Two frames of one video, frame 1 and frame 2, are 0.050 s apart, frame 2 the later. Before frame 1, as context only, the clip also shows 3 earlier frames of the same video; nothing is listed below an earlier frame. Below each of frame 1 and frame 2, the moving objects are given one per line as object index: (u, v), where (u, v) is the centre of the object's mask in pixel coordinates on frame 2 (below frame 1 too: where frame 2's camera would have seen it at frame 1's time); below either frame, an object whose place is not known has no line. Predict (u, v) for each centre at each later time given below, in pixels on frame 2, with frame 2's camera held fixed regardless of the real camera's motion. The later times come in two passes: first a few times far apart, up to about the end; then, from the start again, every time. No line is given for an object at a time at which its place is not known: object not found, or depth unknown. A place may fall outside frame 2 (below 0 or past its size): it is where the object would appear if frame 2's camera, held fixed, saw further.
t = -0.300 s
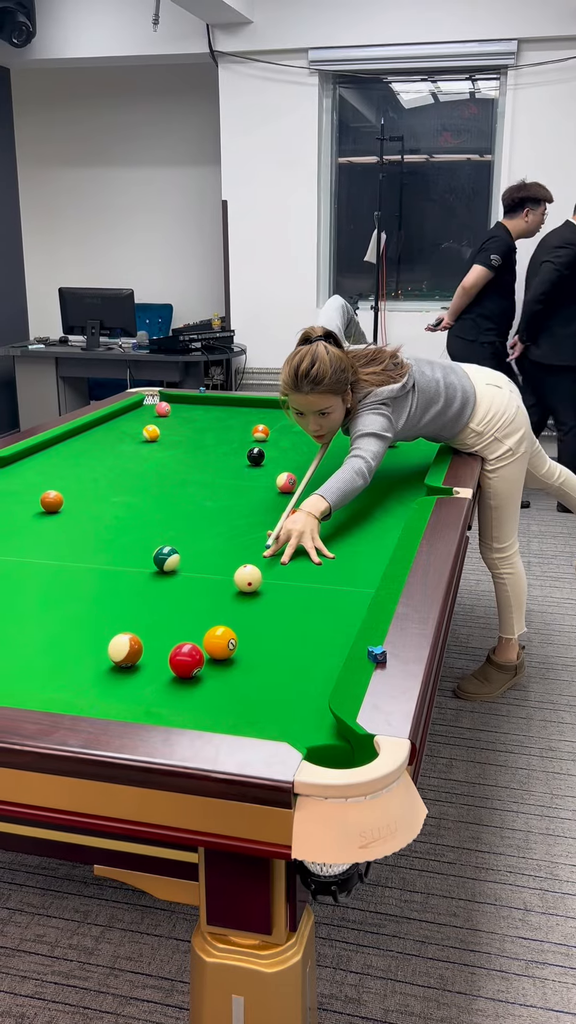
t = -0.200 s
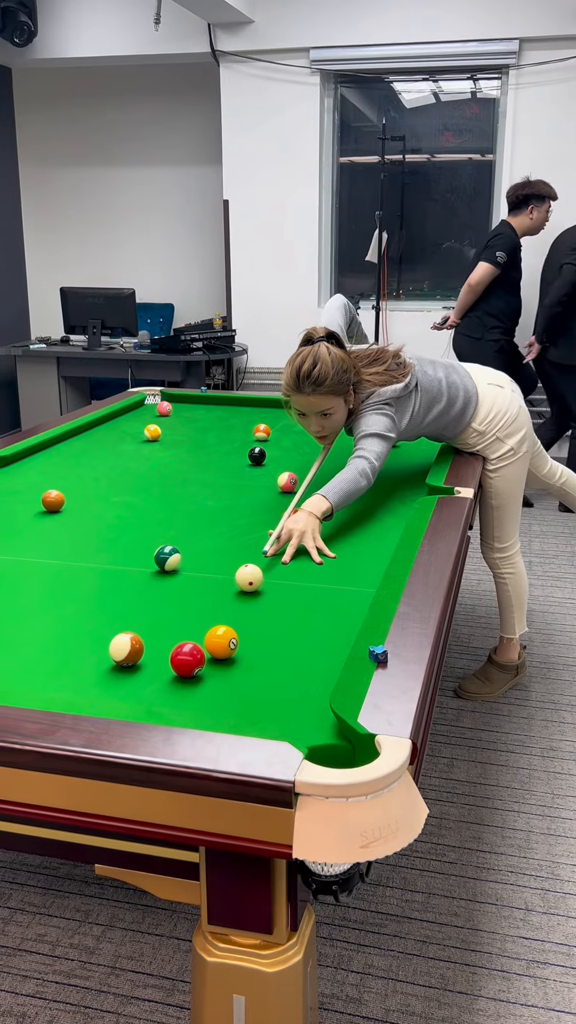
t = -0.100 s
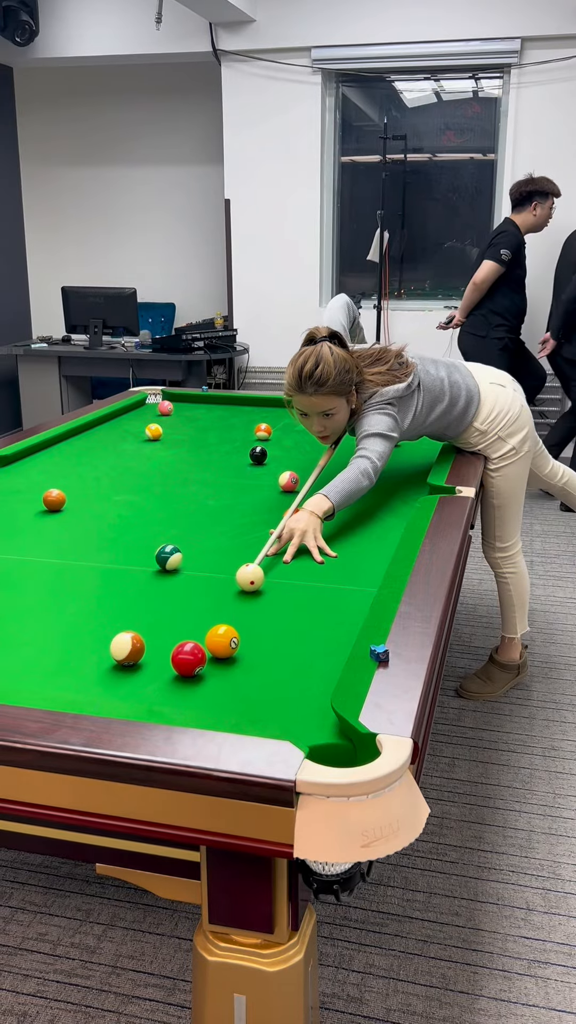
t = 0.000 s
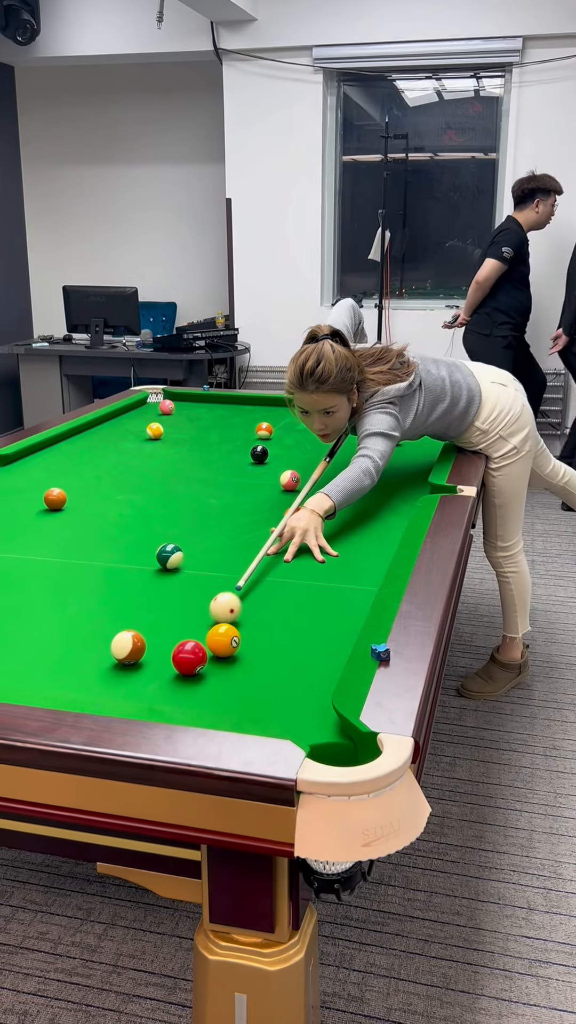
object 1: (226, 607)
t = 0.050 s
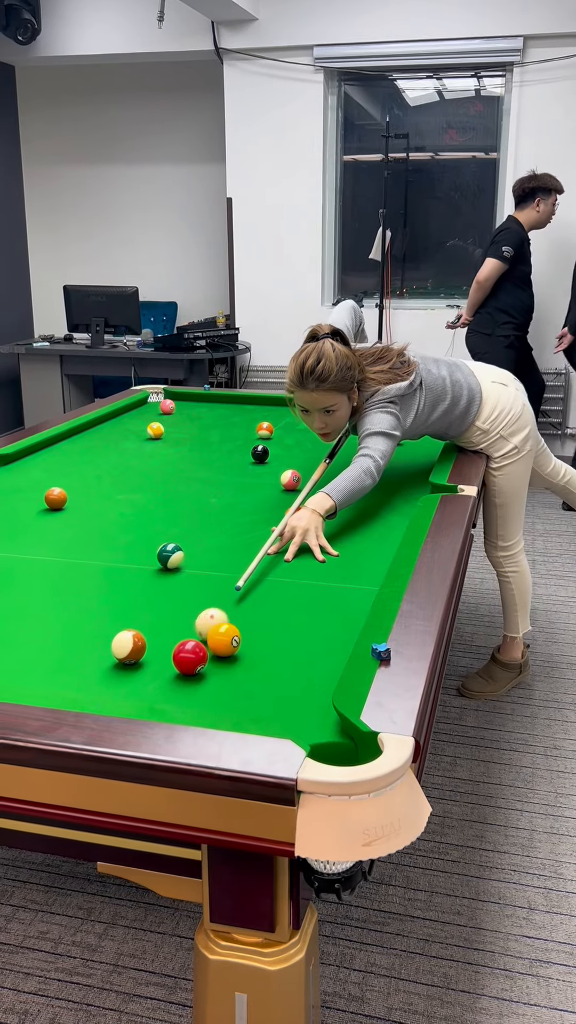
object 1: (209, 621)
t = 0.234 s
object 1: (157, 639)
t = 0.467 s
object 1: (141, 640)
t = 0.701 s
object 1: (127, 641)
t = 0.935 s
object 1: (115, 642)
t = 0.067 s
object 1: (203, 626)
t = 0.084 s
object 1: (197, 629)
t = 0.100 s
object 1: (187, 630)
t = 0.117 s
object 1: (177, 633)
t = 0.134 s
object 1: (169, 636)
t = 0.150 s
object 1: (162, 638)
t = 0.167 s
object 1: (160, 639)
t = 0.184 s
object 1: (160, 639)
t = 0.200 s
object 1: (159, 639)
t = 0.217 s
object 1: (158, 638)
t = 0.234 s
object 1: (157, 639)
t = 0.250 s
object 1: (156, 639)
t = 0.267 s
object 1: (155, 639)
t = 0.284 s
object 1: (153, 639)
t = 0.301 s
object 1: (152, 639)
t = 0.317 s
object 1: (151, 639)
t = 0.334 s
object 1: (150, 639)
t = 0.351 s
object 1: (149, 639)
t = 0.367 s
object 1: (148, 639)
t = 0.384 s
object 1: (146, 639)
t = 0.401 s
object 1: (145, 639)
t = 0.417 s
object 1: (144, 639)
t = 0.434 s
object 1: (143, 640)
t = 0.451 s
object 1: (142, 640)
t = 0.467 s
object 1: (141, 640)
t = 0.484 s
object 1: (140, 640)
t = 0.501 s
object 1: (139, 640)
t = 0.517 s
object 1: (138, 640)
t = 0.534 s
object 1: (137, 640)
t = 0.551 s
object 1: (136, 640)
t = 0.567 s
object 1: (135, 640)
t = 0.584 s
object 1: (134, 640)
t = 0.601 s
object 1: (133, 640)
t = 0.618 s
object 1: (132, 640)
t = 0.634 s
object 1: (131, 640)
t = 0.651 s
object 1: (130, 641)
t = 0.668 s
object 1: (129, 640)
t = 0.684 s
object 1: (128, 641)
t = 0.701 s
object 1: (127, 641)
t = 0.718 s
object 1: (126, 641)
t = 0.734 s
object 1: (125, 641)
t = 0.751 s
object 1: (124, 641)
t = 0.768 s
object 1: (123, 641)
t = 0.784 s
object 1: (123, 641)
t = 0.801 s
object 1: (122, 641)
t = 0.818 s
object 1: (121, 641)
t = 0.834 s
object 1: (120, 641)
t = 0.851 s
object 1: (119, 641)
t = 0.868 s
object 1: (118, 641)
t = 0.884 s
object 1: (117, 641)
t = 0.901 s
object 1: (117, 641)
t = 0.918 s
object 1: (116, 641)
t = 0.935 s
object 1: (115, 642)
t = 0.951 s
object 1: (114, 642)
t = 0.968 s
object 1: (114, 642)
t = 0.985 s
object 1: (113, 642)
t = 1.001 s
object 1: (112, 642)
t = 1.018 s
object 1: (111, 642)
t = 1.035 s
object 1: (111, 642)
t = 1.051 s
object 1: (110, 642)
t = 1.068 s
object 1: (109, 642)
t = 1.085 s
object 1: (109, 642)
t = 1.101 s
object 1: (108, 642)
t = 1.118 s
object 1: (107, 642)
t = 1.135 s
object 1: (107, 642)
